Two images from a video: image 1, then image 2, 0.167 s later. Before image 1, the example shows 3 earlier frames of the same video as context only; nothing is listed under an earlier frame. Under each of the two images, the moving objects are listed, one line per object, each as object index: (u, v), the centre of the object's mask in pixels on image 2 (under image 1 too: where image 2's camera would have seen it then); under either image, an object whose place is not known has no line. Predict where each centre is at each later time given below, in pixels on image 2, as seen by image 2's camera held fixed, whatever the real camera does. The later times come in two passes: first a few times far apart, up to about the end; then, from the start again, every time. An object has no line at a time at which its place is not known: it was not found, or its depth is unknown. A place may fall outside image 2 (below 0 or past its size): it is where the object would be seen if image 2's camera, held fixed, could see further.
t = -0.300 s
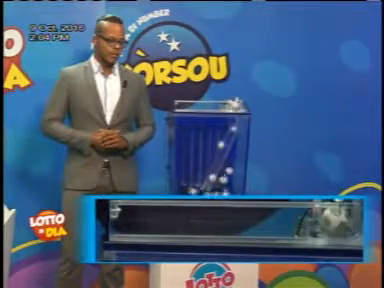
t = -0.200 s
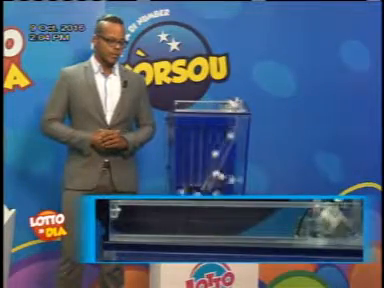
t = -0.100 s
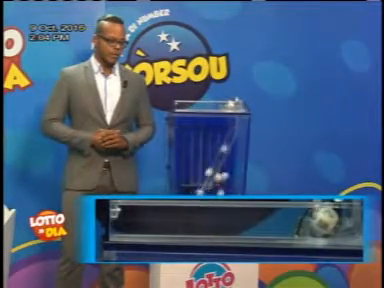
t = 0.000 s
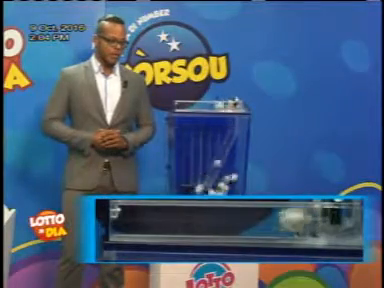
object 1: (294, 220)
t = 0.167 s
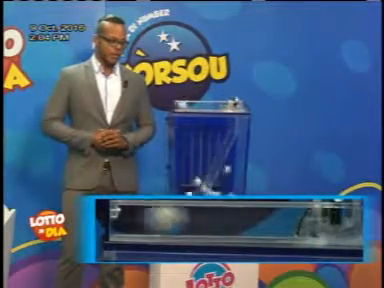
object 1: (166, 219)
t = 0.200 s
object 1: (140, 219)
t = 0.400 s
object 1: (144, 218)
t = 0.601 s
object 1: (128, 218)
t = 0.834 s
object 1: (124, 219)
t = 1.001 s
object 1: (124, 219)
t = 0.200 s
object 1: (140, 219)
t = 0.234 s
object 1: (134, 219)
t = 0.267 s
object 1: (142, 218)
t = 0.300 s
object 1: (148, 218)
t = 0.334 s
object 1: (150, 218)
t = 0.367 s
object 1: (148, 218)
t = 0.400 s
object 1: (144, 218)
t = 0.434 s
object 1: (140, 219)
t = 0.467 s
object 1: (136, 219)
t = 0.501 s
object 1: (130, 219)
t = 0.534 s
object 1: (124, 218)
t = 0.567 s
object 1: (125, 218)
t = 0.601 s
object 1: (128, 218)
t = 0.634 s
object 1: (128, 218)
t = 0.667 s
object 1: (128, 218)
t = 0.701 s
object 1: (128, 218)
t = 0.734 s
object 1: (127, 218)
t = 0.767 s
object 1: (126, 218)
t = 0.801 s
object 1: (124, 219)
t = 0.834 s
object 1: (124, 219)
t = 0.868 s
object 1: (124, 219)
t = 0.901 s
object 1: (124, 219)
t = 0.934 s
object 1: (124, 219)
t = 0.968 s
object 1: (124, 219)
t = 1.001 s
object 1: (124, 219)
